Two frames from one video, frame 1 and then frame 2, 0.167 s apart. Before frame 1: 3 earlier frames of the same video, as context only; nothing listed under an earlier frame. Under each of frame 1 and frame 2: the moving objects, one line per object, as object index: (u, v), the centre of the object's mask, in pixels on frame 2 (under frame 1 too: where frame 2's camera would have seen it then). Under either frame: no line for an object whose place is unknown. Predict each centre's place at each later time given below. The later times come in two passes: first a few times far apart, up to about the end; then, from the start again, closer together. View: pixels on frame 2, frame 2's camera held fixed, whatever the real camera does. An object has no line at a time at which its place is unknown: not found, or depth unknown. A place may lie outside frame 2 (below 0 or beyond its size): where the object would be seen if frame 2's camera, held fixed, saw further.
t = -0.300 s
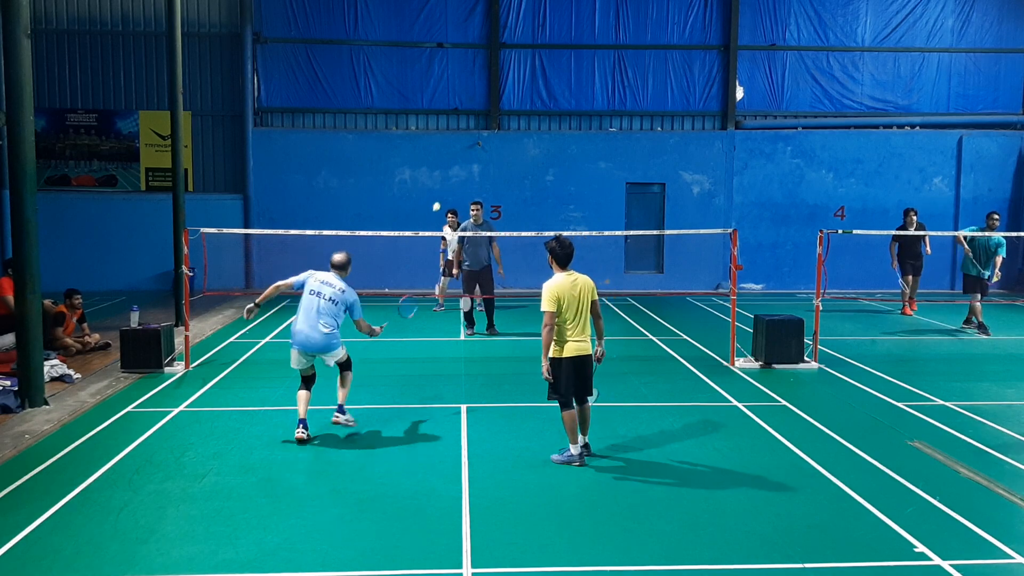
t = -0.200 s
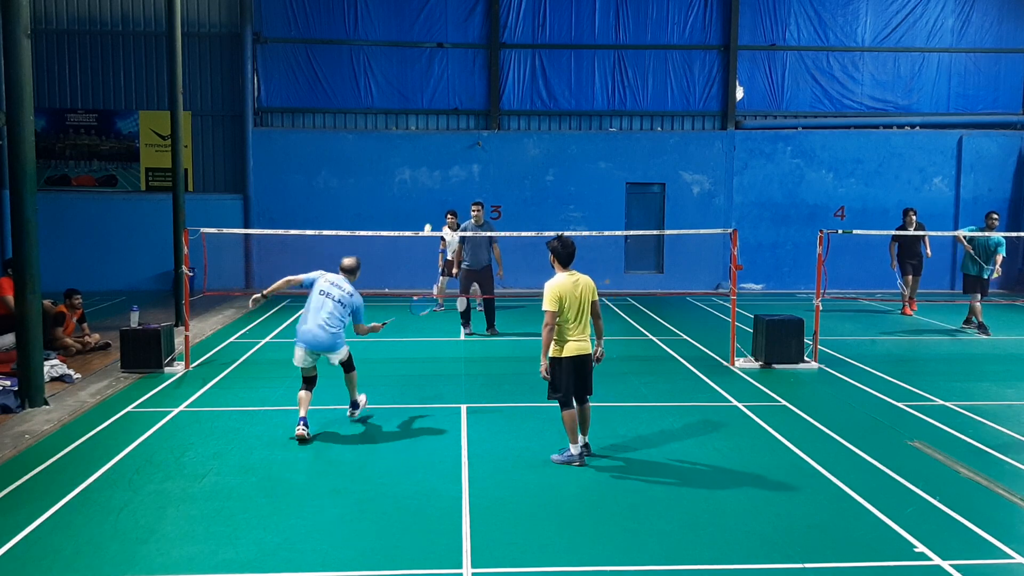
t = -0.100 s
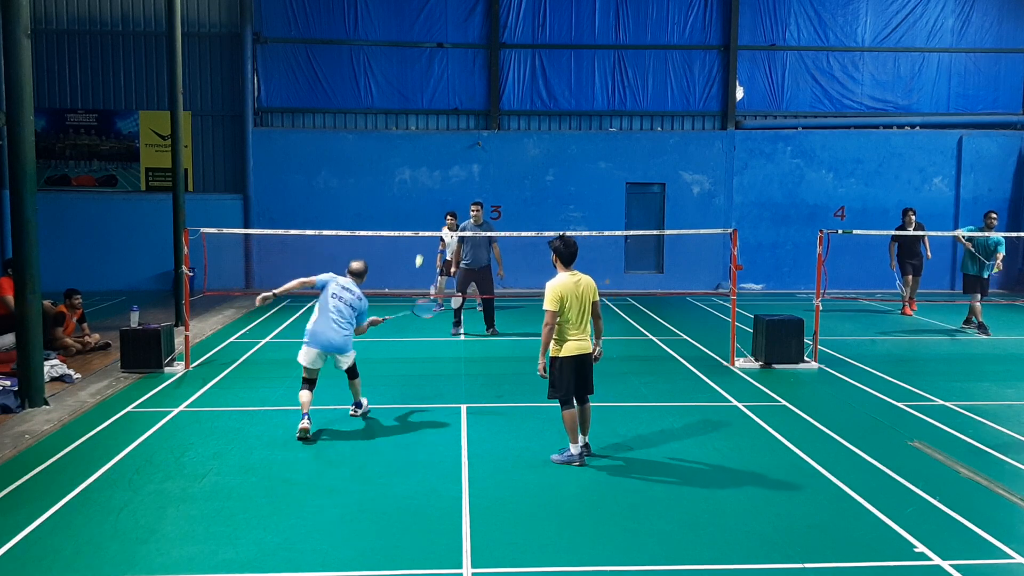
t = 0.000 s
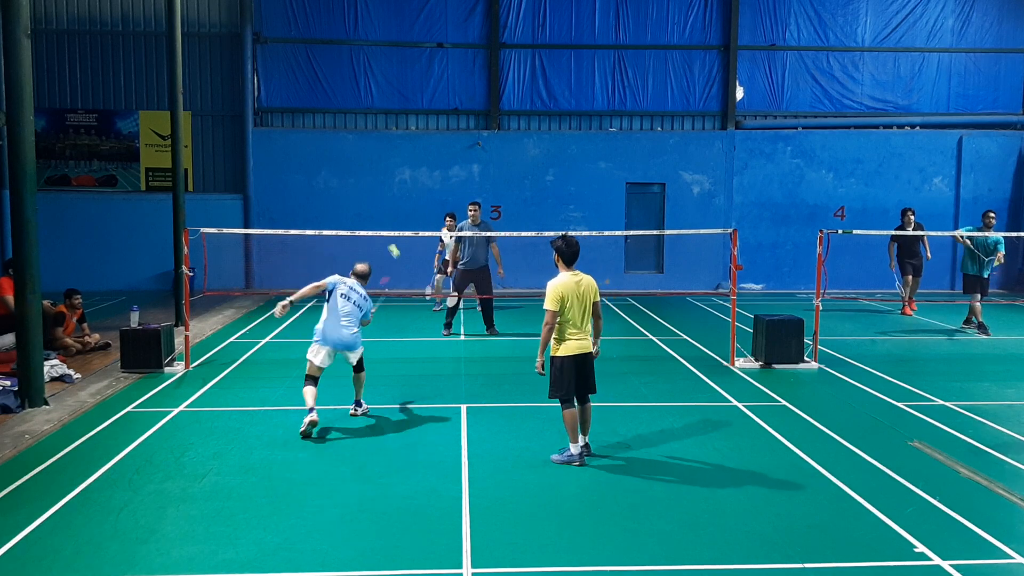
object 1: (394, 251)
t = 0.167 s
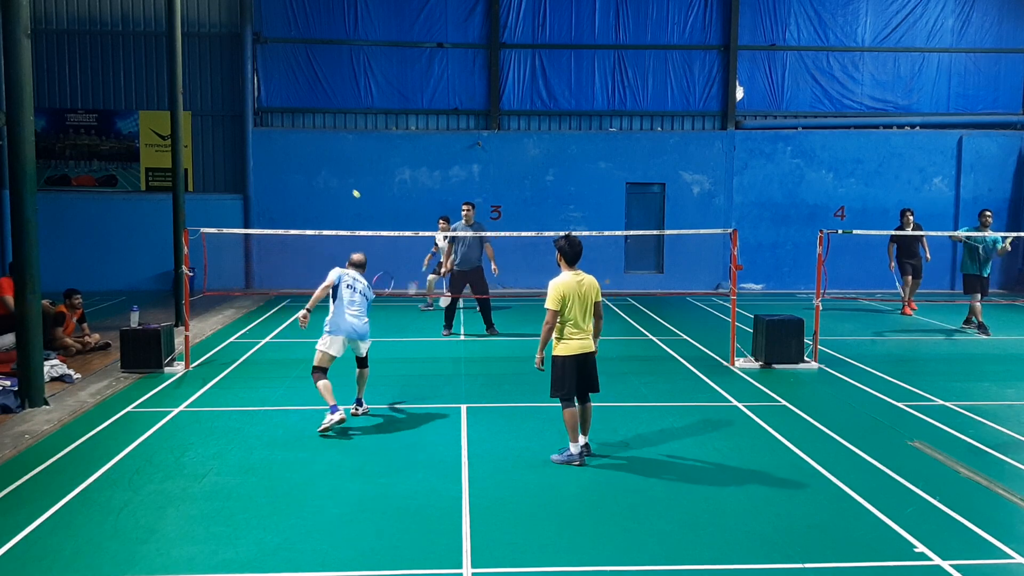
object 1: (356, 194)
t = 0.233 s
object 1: (347, 183)
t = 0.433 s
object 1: (329, 181)
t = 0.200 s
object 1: (351, 188)
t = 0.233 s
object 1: (347, 183)
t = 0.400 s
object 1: (331, 179)
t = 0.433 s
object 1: (329, 181)
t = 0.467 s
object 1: (327, 183)
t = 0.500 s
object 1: (325, 186)
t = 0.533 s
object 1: (323, 189)
